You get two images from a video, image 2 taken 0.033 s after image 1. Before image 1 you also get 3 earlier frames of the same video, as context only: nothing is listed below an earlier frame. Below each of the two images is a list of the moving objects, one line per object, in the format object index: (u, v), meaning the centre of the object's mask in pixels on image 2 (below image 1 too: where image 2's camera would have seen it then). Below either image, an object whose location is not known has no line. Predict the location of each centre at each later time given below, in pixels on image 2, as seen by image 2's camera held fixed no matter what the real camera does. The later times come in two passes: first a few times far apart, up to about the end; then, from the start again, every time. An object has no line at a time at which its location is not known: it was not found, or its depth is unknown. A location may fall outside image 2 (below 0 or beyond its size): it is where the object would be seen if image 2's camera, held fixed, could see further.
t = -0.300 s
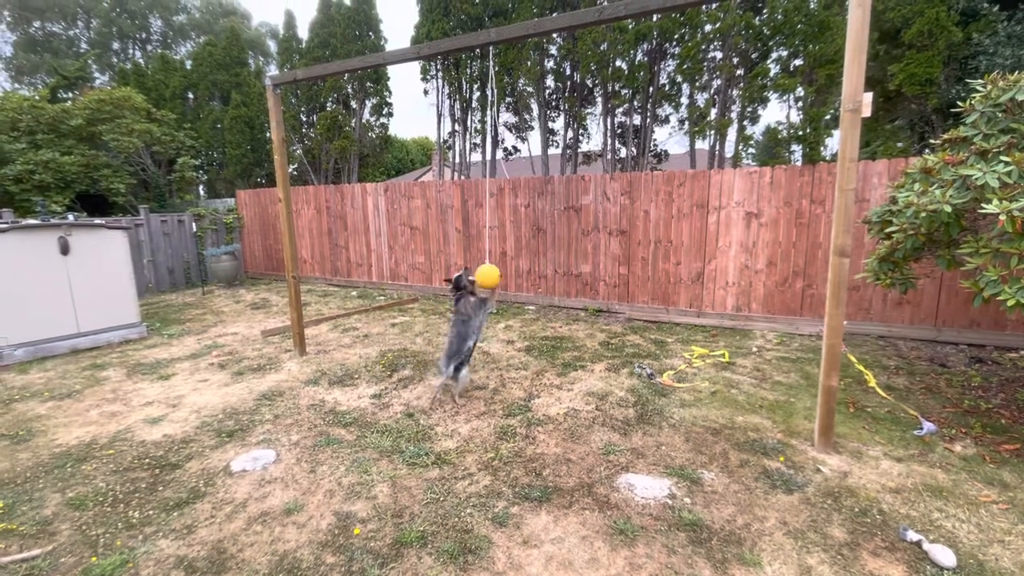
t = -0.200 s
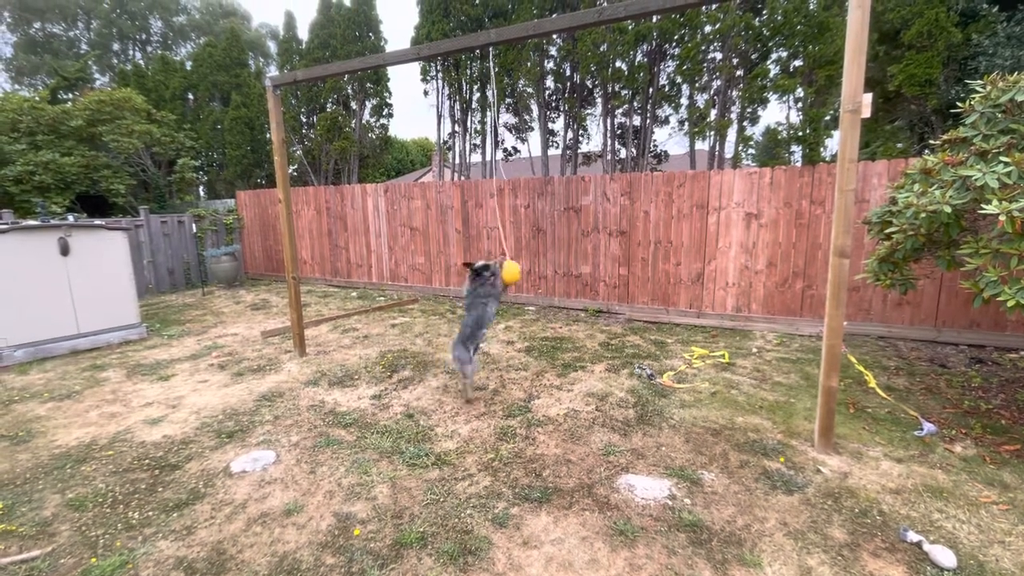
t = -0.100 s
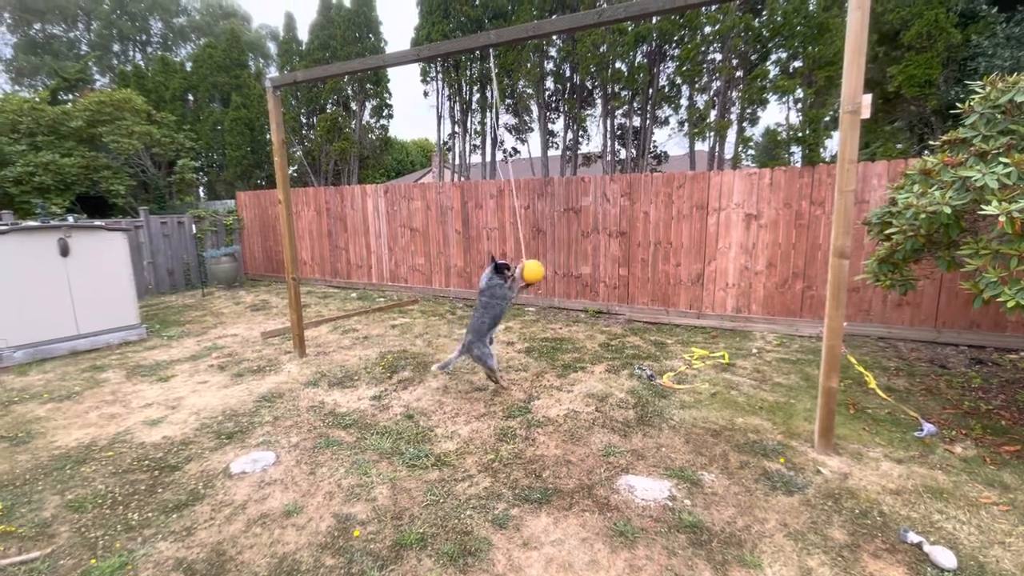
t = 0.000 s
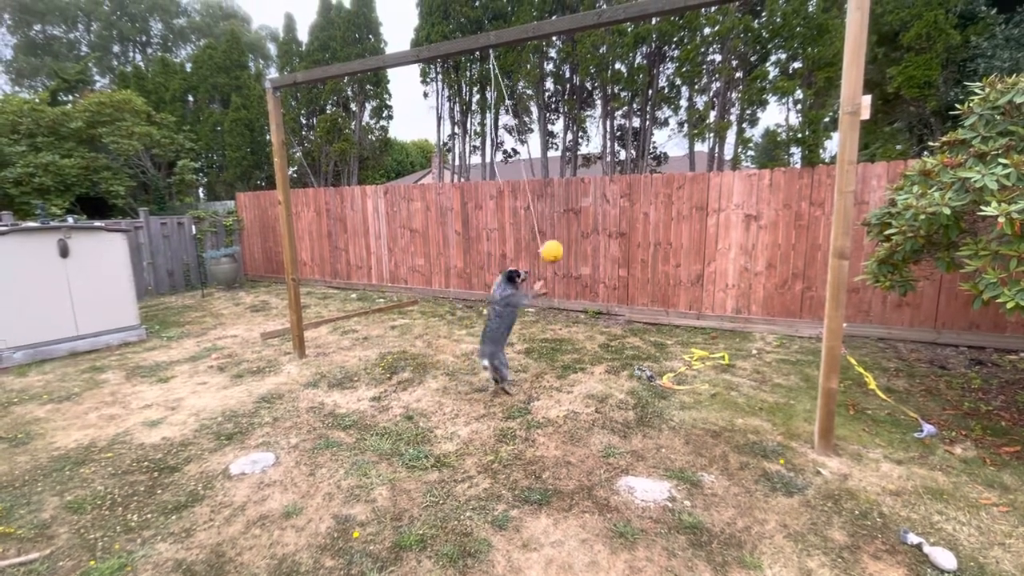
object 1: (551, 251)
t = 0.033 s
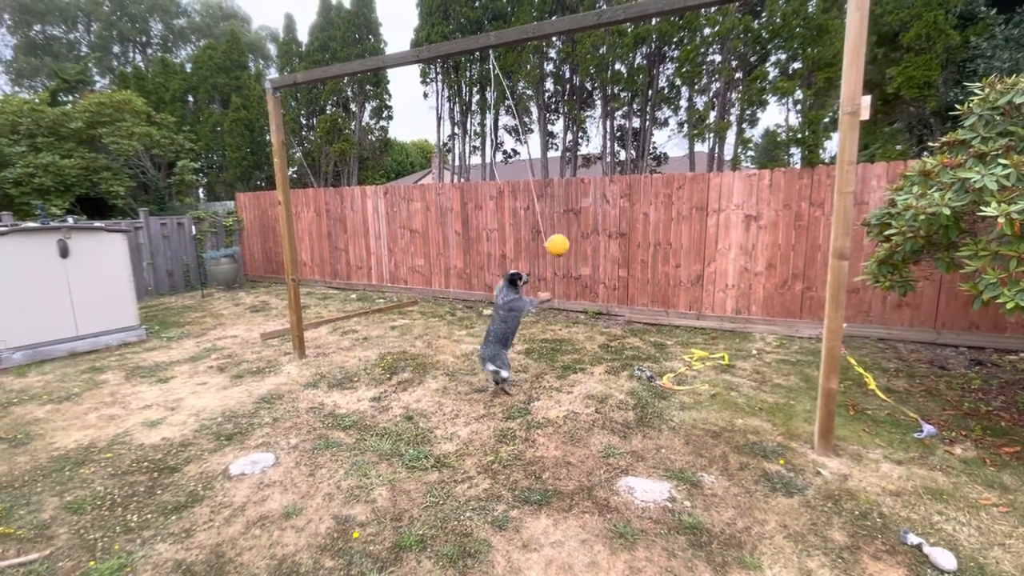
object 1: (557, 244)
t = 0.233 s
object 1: (584, 223)
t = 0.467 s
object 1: (587, 199)
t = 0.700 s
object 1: (574, 210)
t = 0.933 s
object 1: (545, 243)
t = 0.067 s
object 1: (563, 239)
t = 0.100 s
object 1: (569, 235)
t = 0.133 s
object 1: (574, 231)
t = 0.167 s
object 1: (579, 229)
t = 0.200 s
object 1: (582, 226)
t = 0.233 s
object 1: (584, 223)
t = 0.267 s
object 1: (585, 217)
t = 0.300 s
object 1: (586, 212)
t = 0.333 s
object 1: (586, 207)
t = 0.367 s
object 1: (586, 204)
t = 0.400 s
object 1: (586, 201)
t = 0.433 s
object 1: (587, 200)
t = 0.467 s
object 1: (587, 199)
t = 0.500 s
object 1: (587, 200)
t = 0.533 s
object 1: (587, 201)
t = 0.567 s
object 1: (586, 203)
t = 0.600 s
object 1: (583, 205)
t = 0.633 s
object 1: (581, 205)
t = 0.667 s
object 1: (578, 207)
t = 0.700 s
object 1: (574, 210)
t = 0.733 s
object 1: (571, 213)
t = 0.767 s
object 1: (567, 218)
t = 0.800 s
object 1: (564, 223)
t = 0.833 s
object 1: (560, 228)
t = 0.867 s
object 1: (556, 234)
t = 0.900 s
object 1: (551, 238)
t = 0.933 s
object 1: (545, 243)
